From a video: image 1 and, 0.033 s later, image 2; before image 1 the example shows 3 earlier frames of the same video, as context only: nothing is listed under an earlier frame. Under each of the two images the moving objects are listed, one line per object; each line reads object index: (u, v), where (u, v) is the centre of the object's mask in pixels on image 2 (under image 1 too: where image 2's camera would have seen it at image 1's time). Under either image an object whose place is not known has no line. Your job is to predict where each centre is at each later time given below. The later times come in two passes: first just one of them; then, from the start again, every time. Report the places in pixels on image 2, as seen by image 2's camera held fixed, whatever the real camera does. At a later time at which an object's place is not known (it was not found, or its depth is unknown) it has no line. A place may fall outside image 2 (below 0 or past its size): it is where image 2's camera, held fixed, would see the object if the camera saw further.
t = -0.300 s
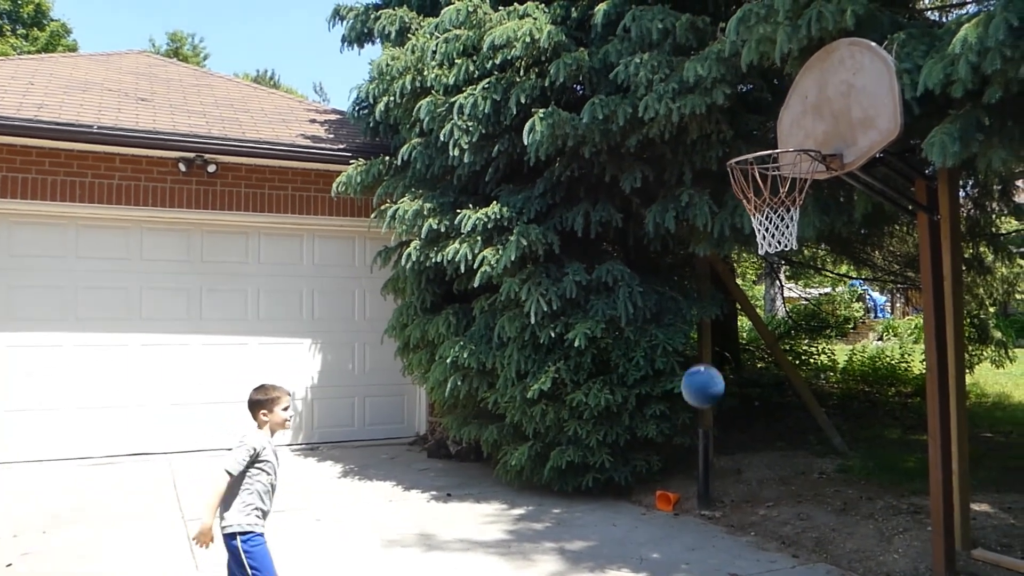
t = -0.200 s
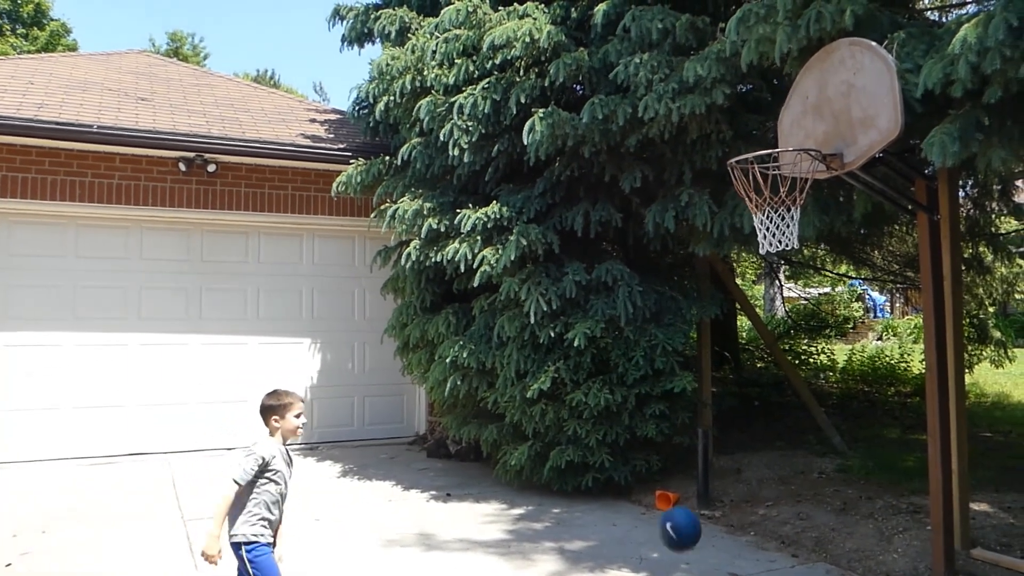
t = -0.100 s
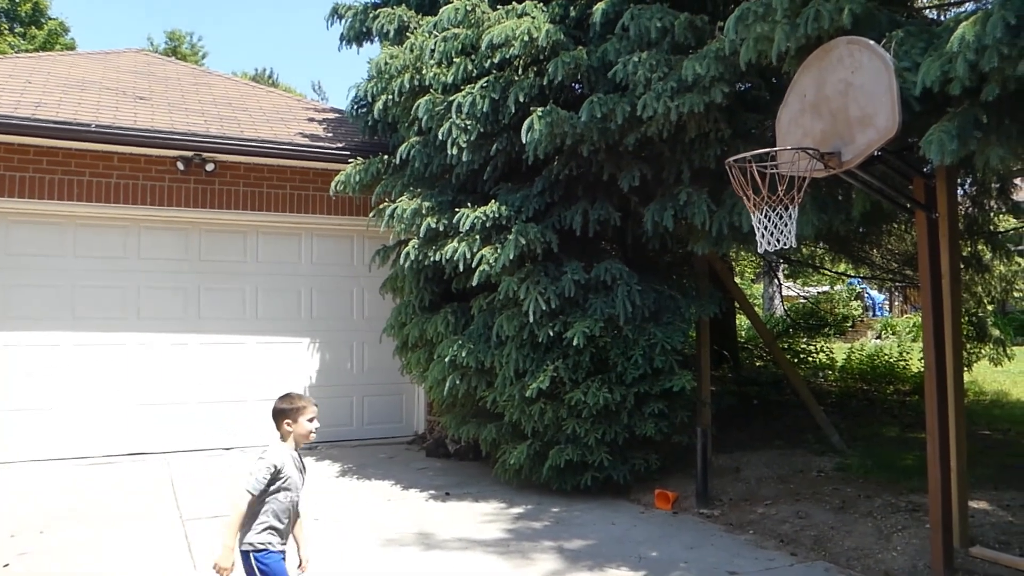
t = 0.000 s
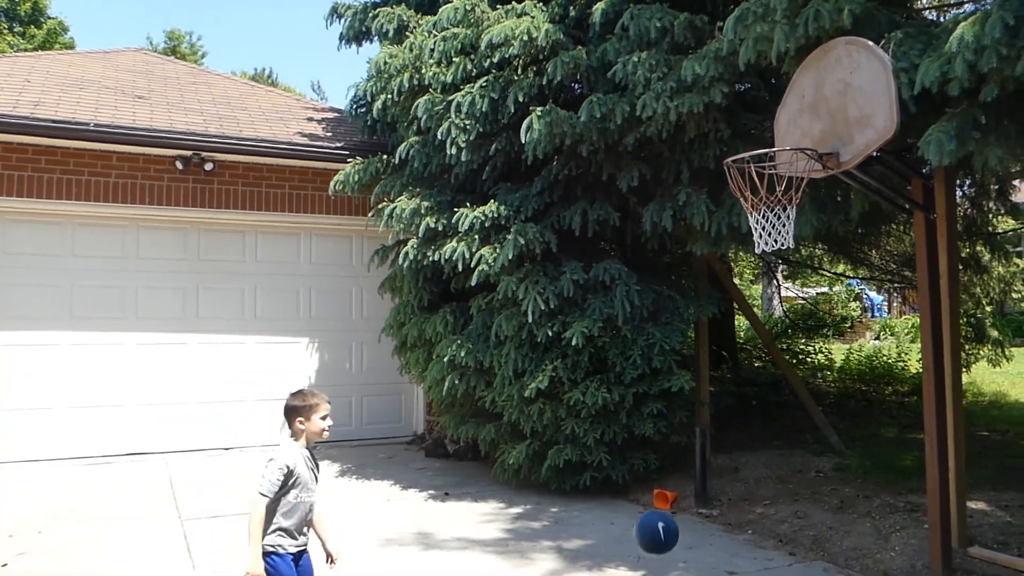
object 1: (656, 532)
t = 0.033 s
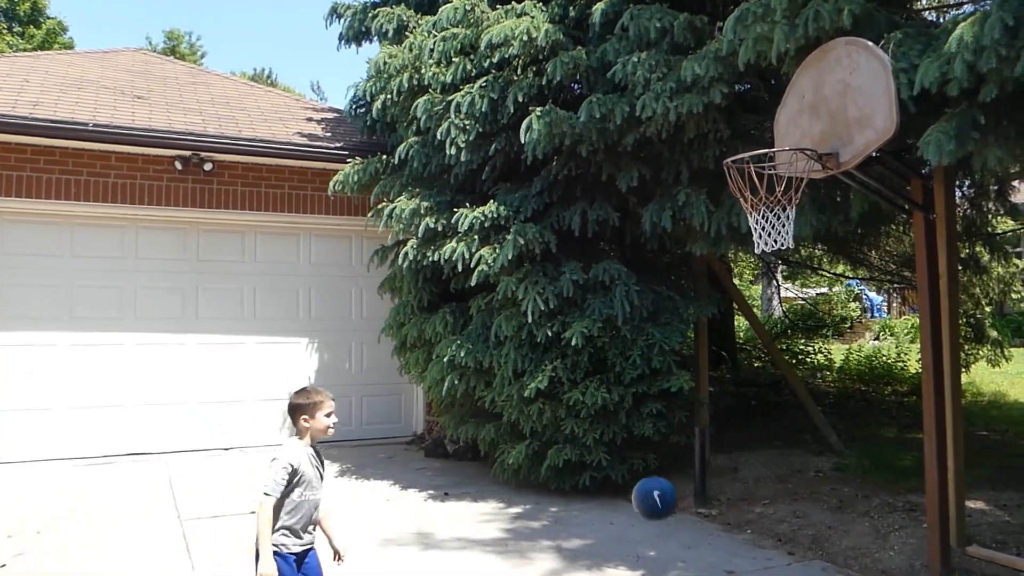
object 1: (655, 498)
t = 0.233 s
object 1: (654, 352)
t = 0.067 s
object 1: (653, 467)
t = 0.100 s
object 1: (653, 440)
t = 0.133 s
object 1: (653, 414)
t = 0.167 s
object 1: (652, 391)
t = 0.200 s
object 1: (652, 371)
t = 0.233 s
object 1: (654, 352)
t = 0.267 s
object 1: (653, 337)
